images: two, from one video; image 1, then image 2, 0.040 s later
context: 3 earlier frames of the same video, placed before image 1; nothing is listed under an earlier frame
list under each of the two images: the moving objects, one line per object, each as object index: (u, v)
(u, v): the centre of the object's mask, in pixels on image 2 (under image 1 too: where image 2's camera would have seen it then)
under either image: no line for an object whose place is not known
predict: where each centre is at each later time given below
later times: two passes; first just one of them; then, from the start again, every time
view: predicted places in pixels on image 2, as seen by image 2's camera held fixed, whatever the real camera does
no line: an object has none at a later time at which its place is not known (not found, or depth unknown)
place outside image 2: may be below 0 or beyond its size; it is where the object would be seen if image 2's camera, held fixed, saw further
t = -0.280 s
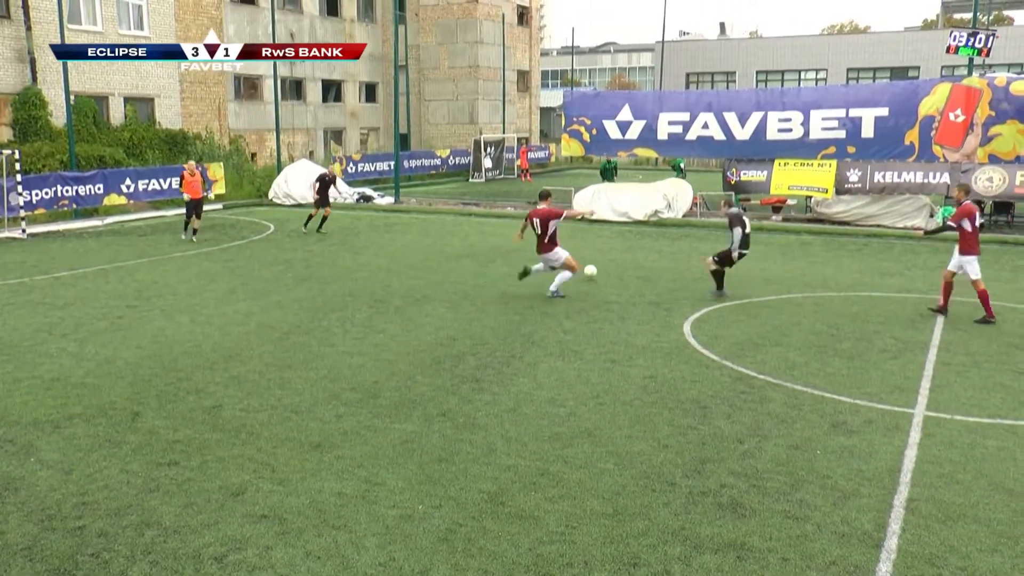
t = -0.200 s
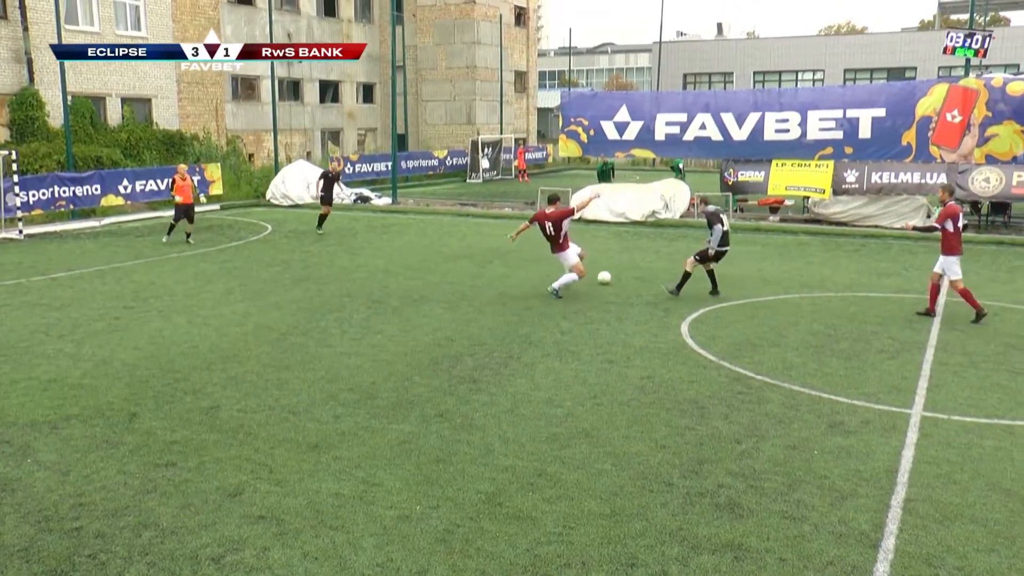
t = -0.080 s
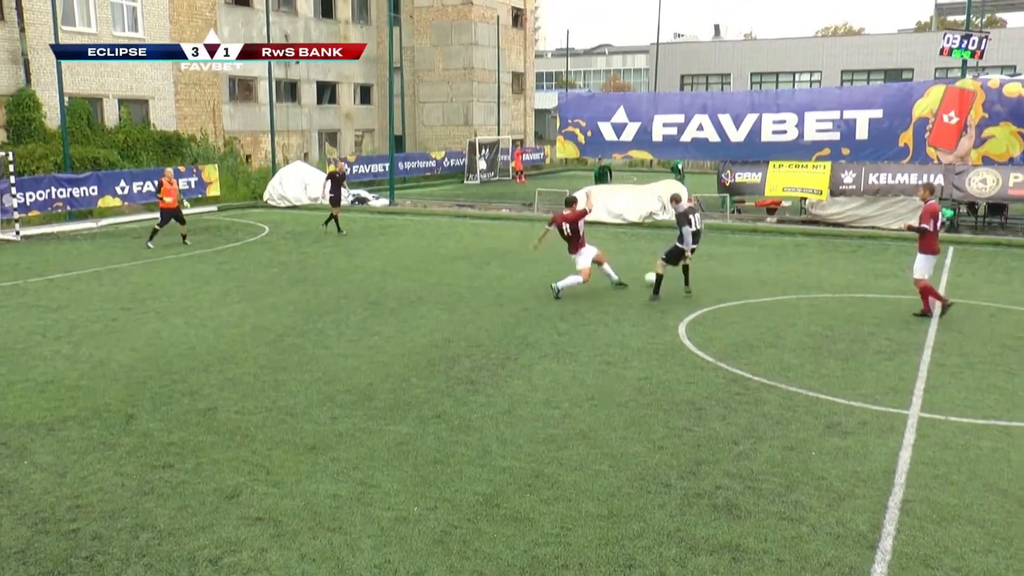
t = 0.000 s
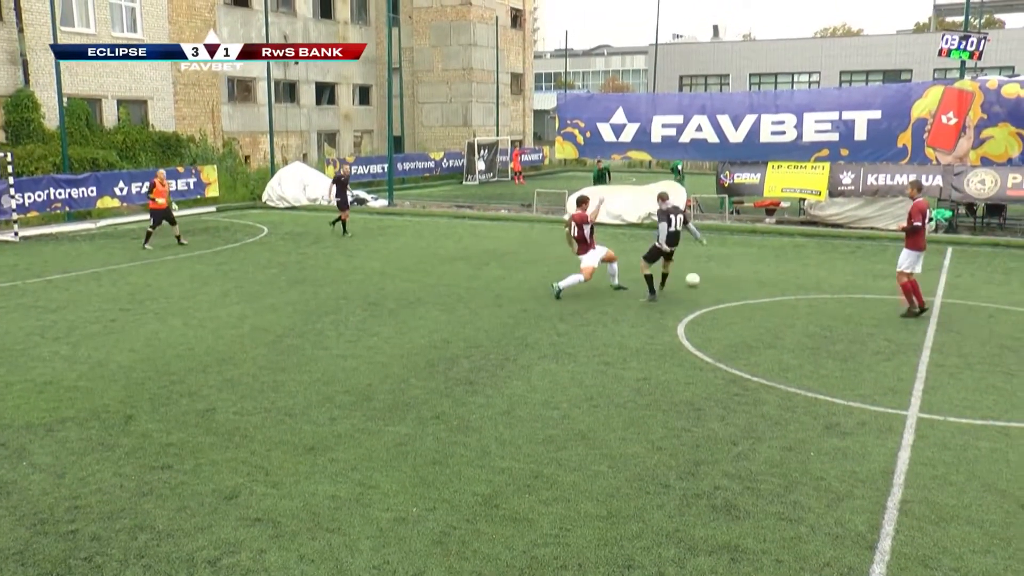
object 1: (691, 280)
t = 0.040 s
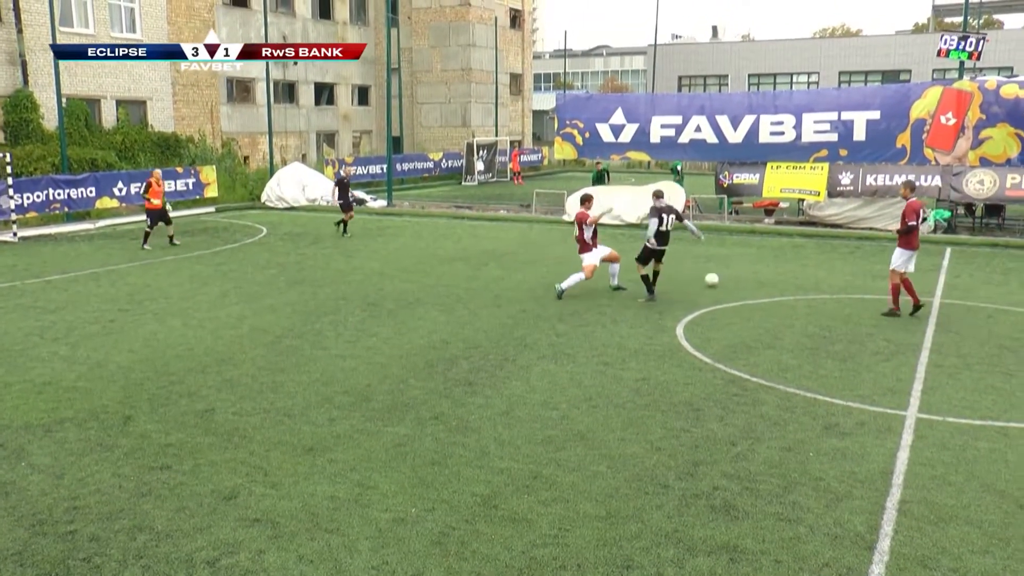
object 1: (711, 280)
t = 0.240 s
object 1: (803, 280)
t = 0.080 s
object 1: (731, 281)
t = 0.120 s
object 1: (750, 280)
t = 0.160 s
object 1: (768, 280)
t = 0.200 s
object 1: (786, 280)
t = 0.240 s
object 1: (803, 280)
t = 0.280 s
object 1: (820, 280)
